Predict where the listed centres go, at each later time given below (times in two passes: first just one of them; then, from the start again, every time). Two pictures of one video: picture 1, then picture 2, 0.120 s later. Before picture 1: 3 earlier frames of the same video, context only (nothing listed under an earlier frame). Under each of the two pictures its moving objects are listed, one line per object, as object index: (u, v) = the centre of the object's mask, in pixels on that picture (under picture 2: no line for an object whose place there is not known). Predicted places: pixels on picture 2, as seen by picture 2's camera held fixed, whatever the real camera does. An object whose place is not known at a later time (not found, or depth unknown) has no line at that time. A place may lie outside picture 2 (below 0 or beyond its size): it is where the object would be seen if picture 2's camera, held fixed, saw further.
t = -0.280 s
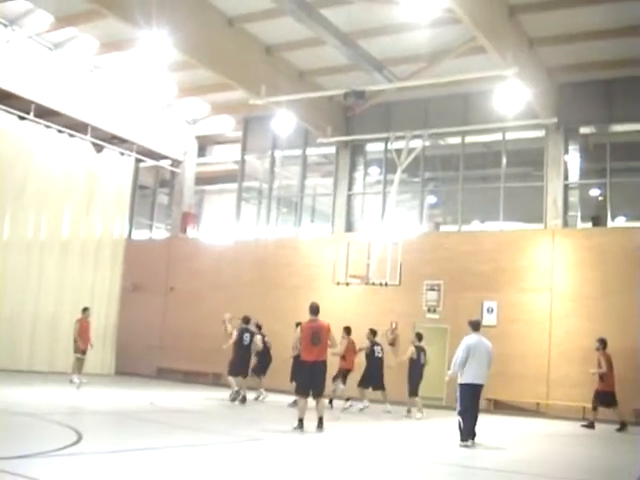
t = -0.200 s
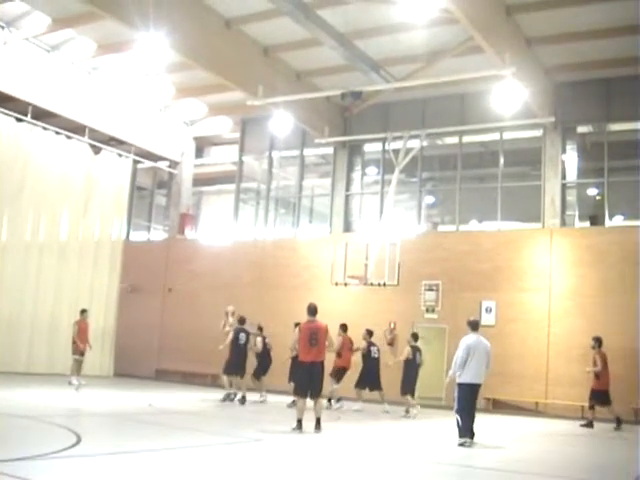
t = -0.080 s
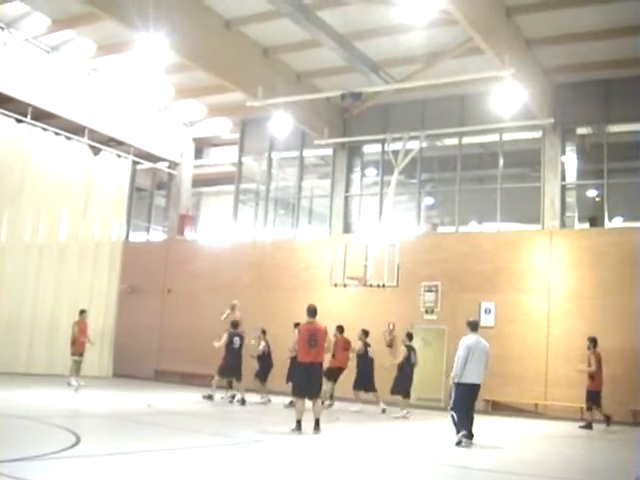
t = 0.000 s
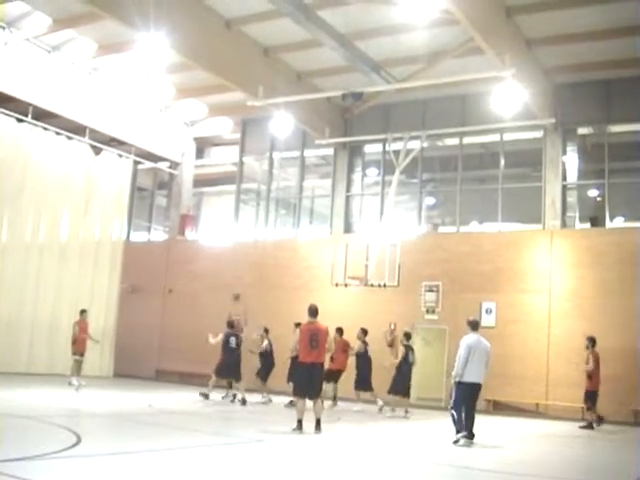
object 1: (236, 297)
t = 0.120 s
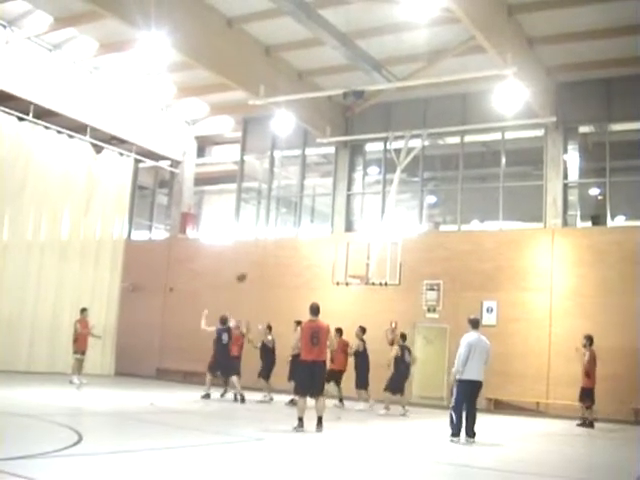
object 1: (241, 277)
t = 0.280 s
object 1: (247, 263)
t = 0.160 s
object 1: (243, 273)
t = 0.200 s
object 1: (244, 269)
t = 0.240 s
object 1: (246, 265)
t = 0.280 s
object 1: (247, 263)
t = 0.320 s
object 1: (248, 261)
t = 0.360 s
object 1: (249, 261)
